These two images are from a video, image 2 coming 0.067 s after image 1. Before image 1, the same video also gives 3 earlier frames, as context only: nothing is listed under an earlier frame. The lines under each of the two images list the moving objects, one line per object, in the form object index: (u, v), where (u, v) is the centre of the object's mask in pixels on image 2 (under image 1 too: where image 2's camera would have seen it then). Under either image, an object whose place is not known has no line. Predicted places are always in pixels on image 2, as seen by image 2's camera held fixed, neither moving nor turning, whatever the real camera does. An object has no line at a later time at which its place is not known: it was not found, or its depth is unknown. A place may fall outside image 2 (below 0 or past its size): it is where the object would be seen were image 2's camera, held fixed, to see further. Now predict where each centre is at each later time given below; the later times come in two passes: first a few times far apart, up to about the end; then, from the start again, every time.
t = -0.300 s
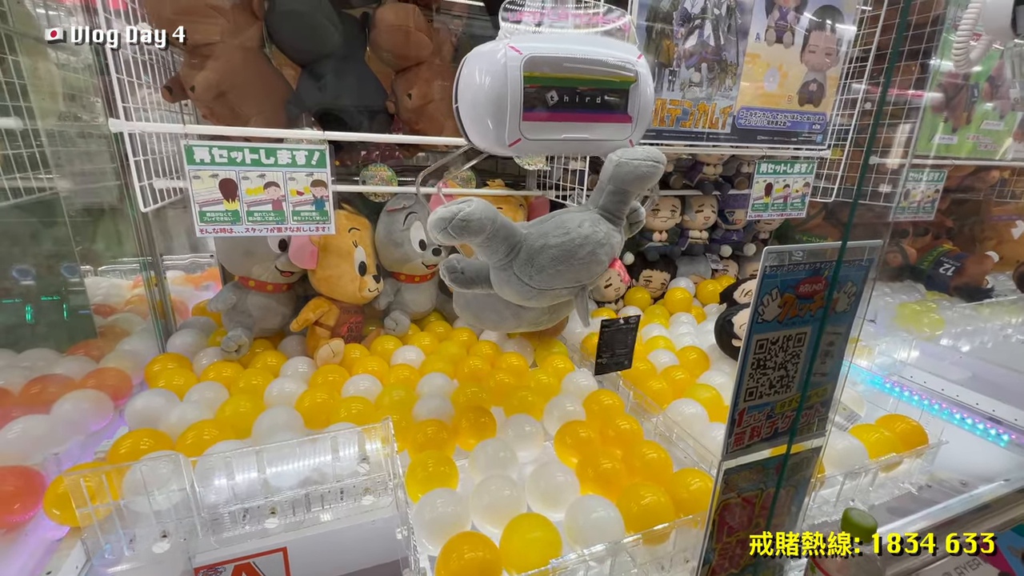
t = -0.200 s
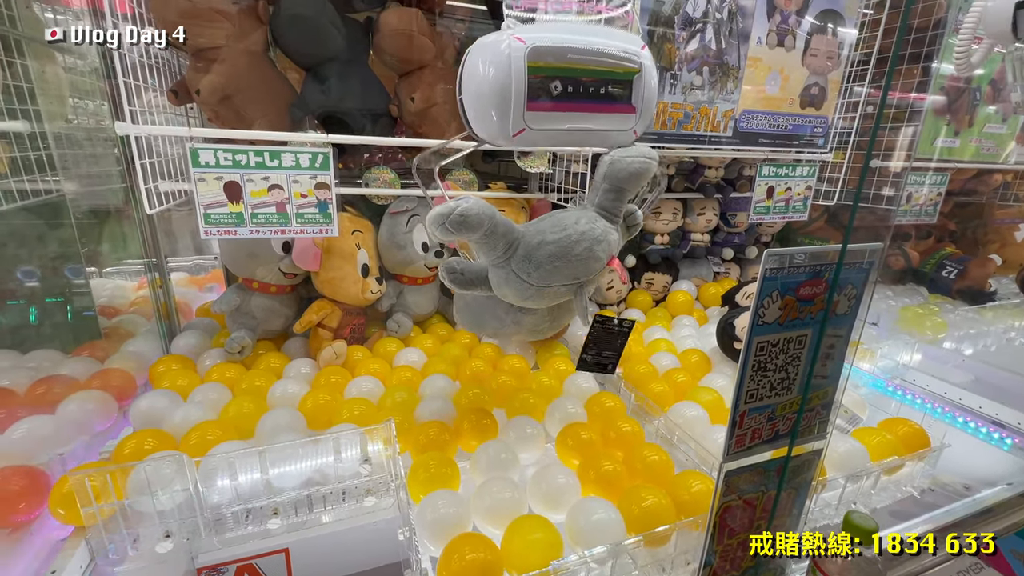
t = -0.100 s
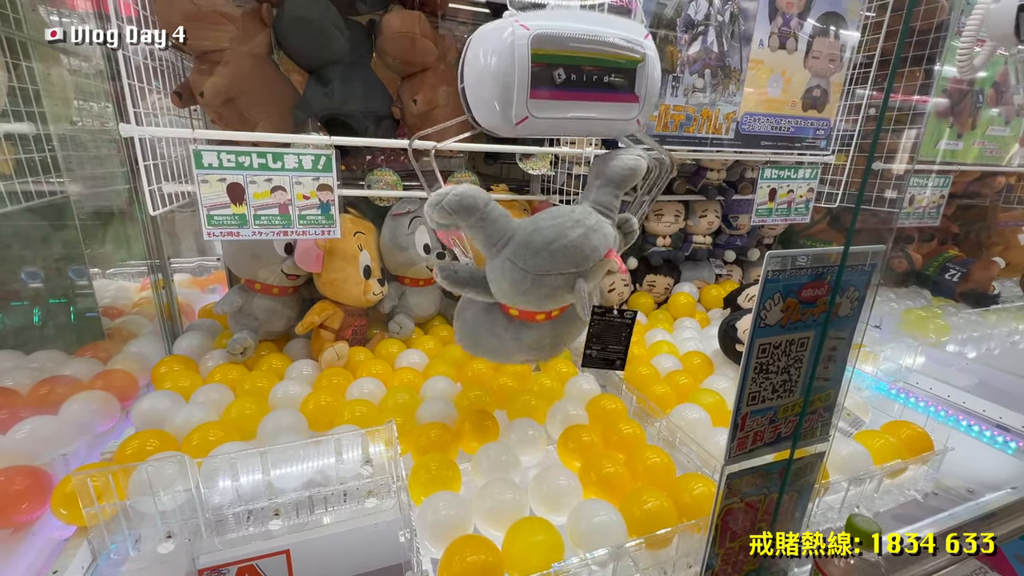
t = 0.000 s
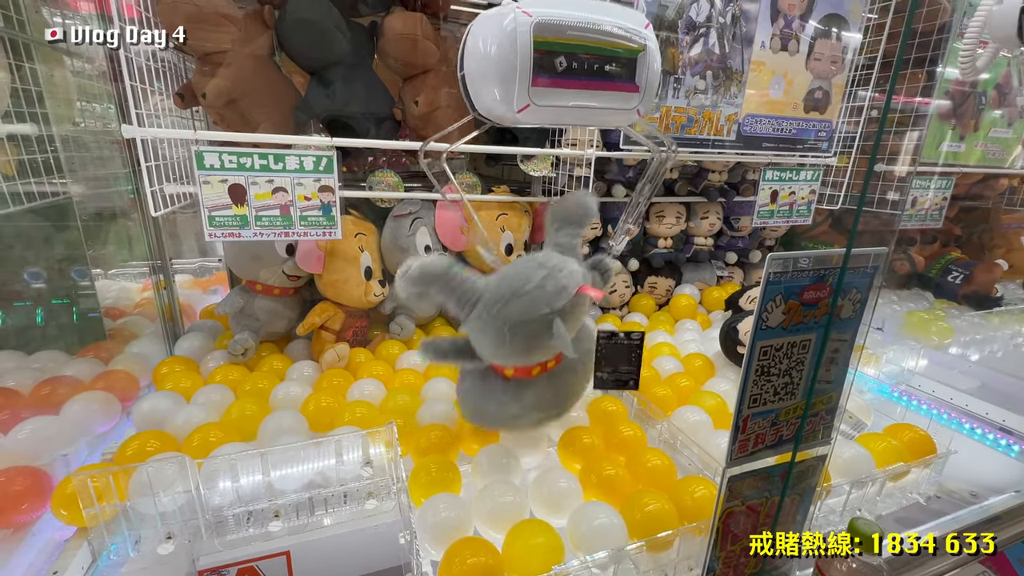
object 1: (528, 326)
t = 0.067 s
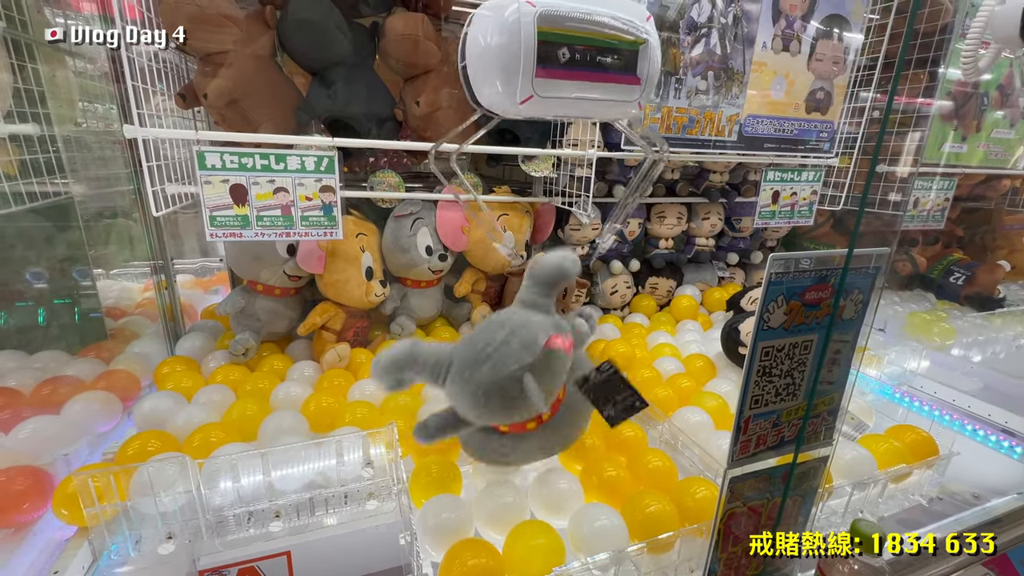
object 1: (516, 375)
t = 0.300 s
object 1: (500, 464)
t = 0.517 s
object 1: (514, 453)
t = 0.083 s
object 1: (515, 378)
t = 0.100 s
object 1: (513, 382)
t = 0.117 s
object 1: (506, 391)
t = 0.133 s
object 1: (497, 404)
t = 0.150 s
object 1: (493, 421)
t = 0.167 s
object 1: (493, 433)
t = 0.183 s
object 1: (493, 444)
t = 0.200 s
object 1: (495, 461)
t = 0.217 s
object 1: (496, 470)
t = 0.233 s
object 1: (497, 471)
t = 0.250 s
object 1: (496, 473)
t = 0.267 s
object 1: (497, 473)
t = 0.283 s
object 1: (497, 468)
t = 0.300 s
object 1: (500, 464)
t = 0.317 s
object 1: (503, 461)
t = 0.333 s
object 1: (505, 458)
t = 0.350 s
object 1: (507, 455)
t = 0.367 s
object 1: (507, 453)
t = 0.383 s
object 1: (507, 453)
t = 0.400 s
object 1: (508, 454)
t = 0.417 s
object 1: (508, 454)
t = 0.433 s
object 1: (509, 455)
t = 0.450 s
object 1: (510, 455)
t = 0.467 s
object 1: (511, 454)
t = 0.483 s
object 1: (512, 453)
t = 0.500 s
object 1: (513, 453)
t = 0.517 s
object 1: (514, 453)
